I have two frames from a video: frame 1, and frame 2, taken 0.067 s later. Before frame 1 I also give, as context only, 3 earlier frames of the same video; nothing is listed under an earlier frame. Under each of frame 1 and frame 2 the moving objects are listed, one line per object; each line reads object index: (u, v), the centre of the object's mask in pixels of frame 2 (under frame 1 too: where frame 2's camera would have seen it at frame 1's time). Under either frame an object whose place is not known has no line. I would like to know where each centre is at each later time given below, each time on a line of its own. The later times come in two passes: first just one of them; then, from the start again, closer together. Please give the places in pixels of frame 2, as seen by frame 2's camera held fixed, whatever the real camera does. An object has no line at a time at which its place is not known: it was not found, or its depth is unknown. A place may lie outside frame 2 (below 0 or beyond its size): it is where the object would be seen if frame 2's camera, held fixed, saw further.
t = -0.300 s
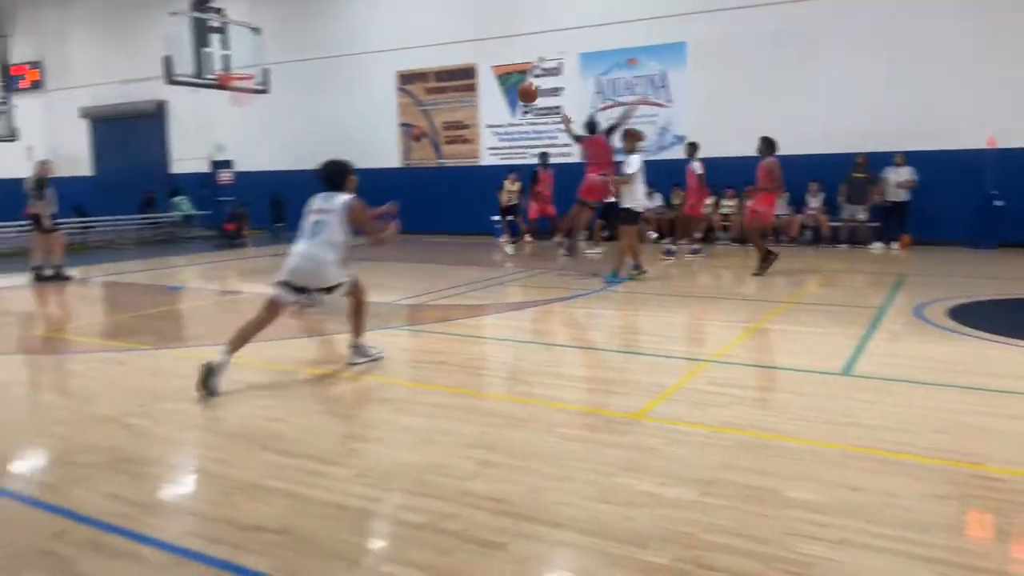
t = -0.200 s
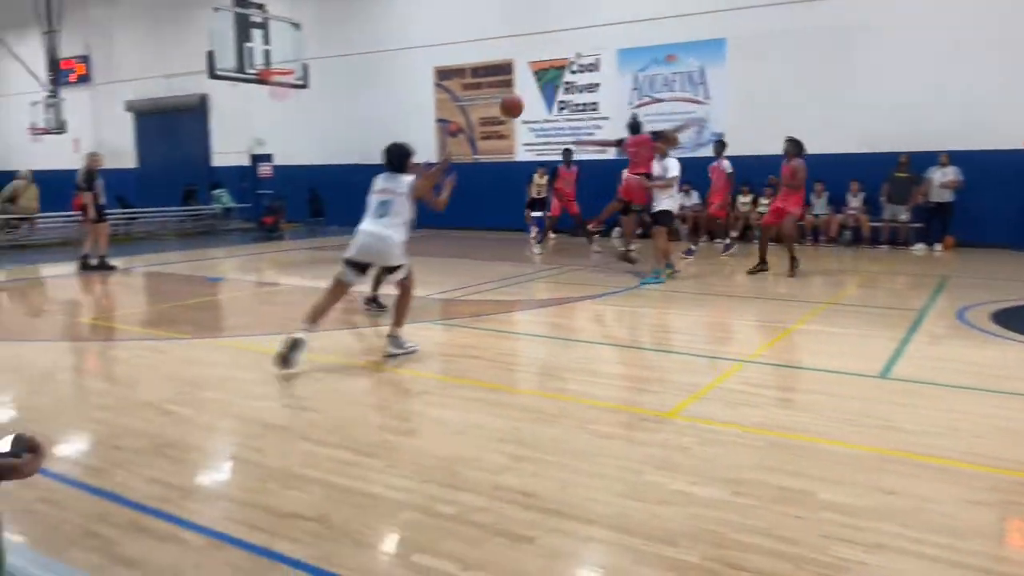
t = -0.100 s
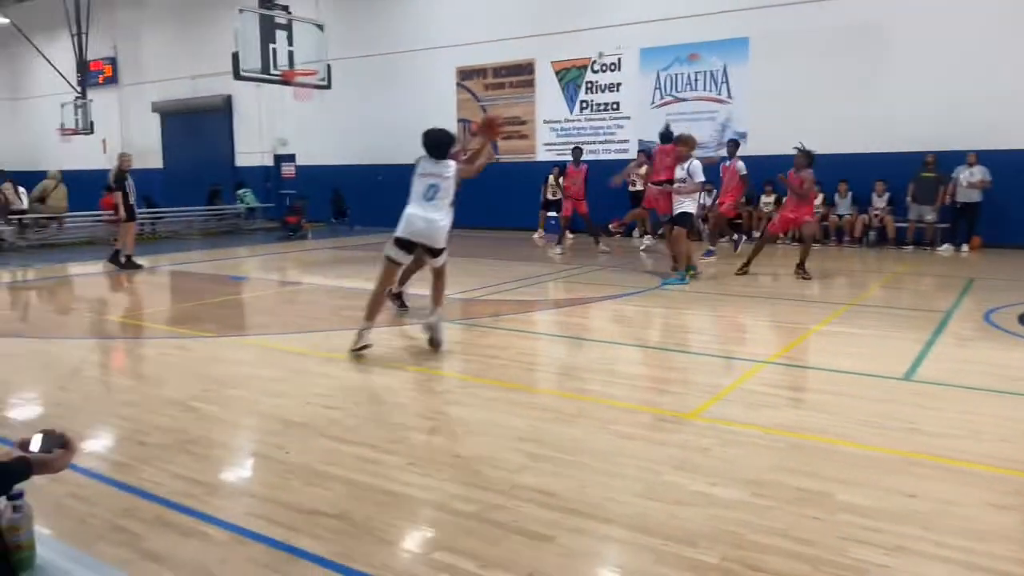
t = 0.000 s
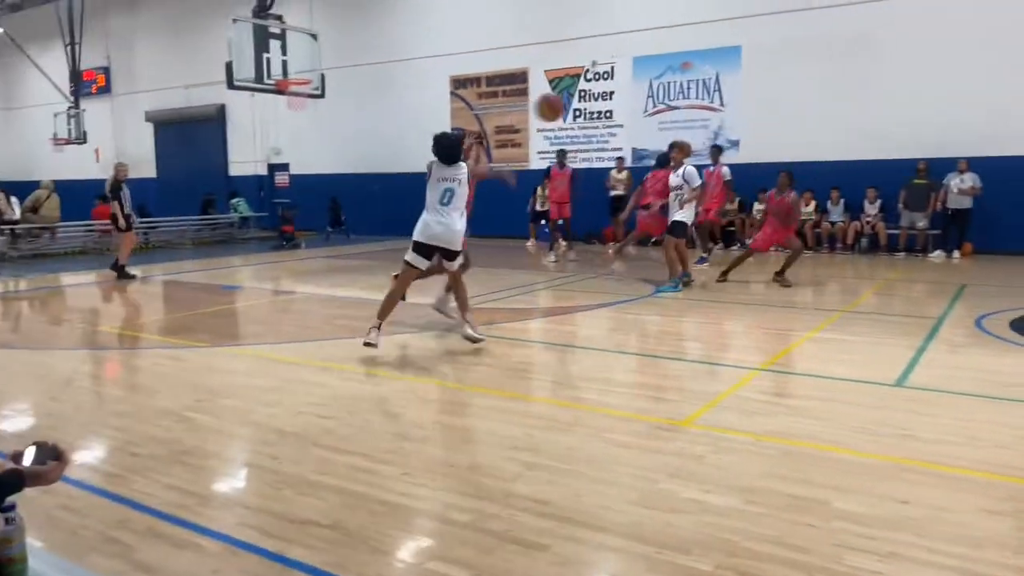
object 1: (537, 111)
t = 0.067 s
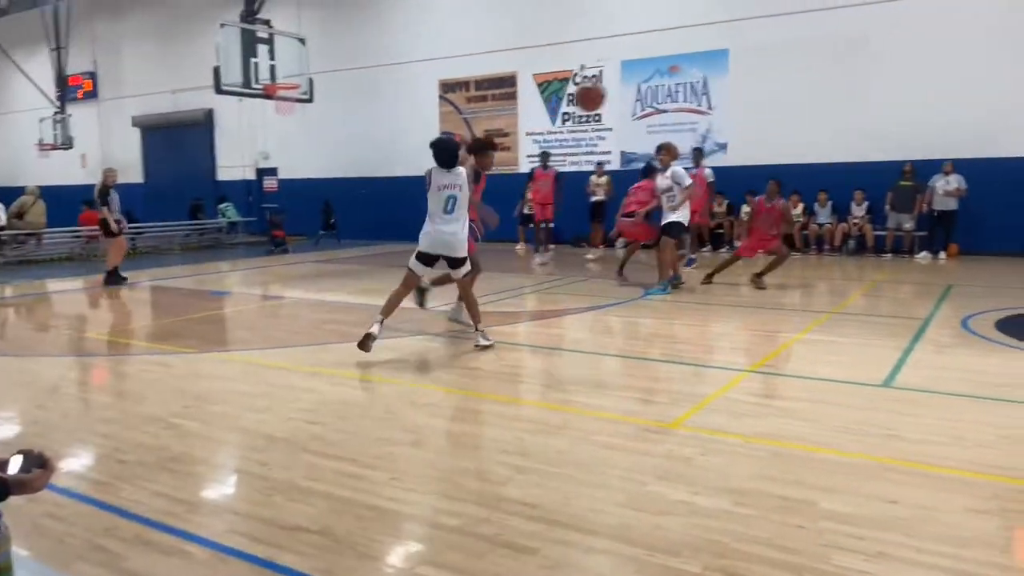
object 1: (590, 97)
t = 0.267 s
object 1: (785, 83)
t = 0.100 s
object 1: (617, 91)
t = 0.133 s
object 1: (646, 87)
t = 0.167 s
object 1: (678, 83)
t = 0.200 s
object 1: (712, 81)
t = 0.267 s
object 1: (785, 83)
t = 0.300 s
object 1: (825, 86)
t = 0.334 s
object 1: (868, 92)
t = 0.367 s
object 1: (914, 100)
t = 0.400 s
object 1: (964, 111)
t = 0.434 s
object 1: (1018, 125)
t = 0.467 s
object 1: (1075, 144)
